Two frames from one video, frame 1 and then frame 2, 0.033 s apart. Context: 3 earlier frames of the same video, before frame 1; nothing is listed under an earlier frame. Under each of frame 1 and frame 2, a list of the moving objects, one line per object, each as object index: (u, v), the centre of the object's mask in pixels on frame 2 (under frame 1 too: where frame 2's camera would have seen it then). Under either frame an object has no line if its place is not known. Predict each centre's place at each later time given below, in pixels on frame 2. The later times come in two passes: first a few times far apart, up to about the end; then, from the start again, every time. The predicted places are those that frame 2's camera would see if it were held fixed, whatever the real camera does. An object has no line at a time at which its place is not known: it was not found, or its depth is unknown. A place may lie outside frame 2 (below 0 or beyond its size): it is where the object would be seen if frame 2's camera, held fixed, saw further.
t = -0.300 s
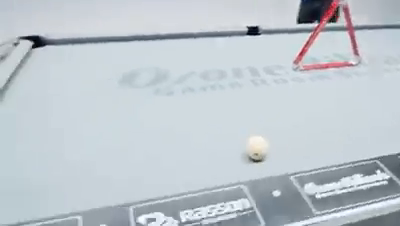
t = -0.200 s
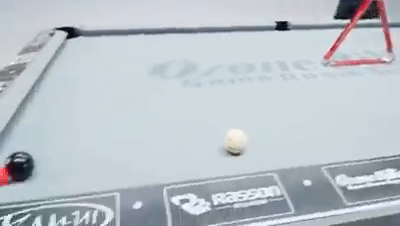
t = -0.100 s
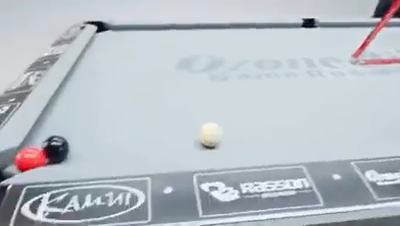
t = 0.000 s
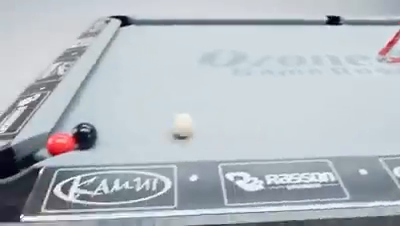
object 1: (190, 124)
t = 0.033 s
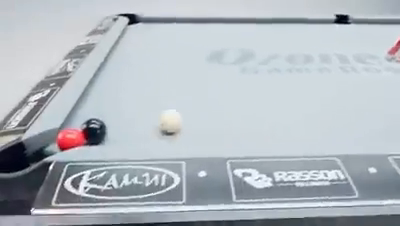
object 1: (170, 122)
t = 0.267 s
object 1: (101, 106)
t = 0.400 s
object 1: (134, 100)
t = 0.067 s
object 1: (159, 121)
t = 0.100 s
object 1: (140, 121)
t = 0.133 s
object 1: (121, 119)
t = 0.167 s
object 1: (105, 112)
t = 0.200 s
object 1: (93, 110)
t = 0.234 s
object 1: (84, 110)
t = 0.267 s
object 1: (101, 106)
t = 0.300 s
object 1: (113, 104)
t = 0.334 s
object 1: (119, 103)
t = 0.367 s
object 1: (129, 101)
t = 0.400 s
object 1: (134, 100)
